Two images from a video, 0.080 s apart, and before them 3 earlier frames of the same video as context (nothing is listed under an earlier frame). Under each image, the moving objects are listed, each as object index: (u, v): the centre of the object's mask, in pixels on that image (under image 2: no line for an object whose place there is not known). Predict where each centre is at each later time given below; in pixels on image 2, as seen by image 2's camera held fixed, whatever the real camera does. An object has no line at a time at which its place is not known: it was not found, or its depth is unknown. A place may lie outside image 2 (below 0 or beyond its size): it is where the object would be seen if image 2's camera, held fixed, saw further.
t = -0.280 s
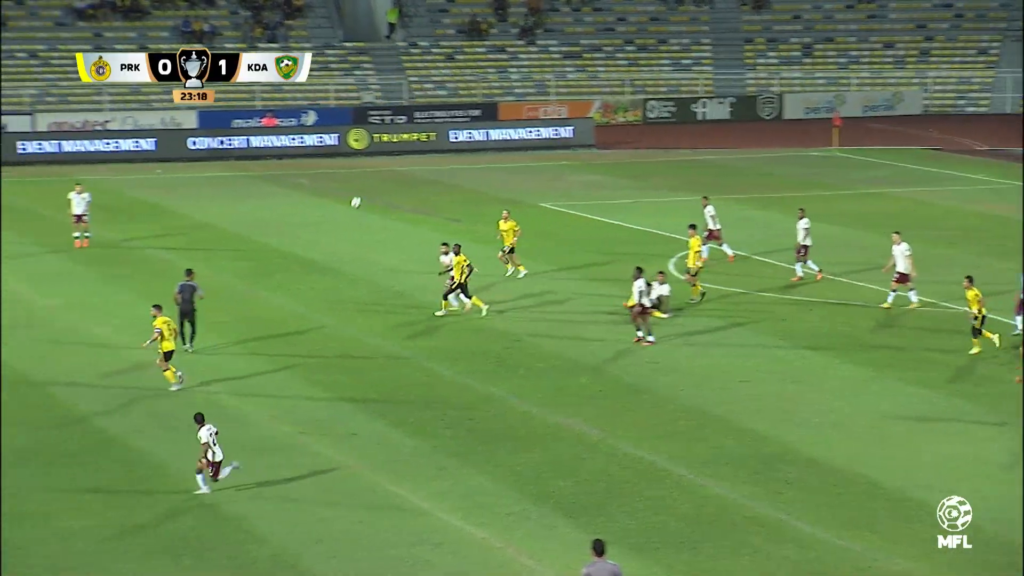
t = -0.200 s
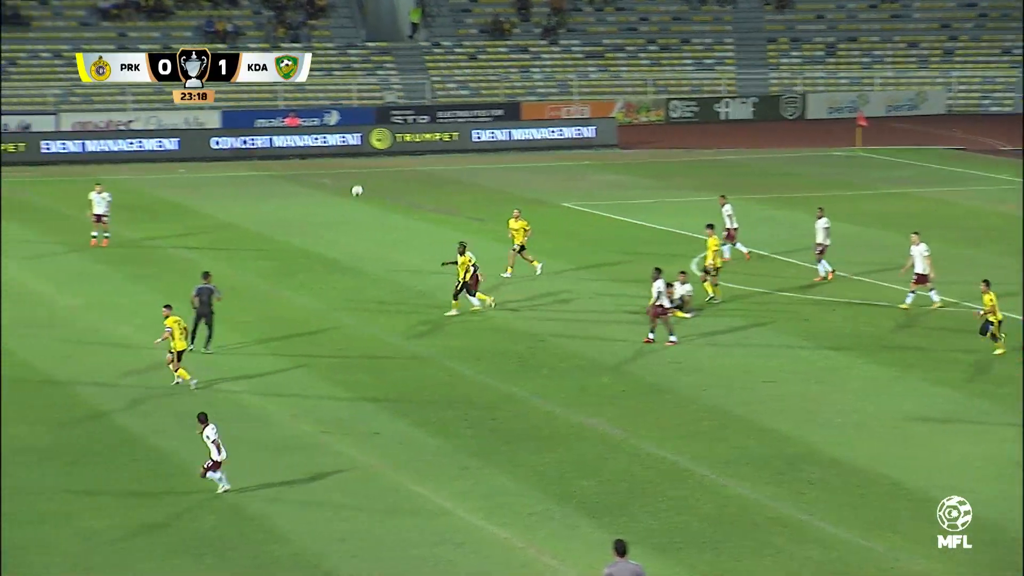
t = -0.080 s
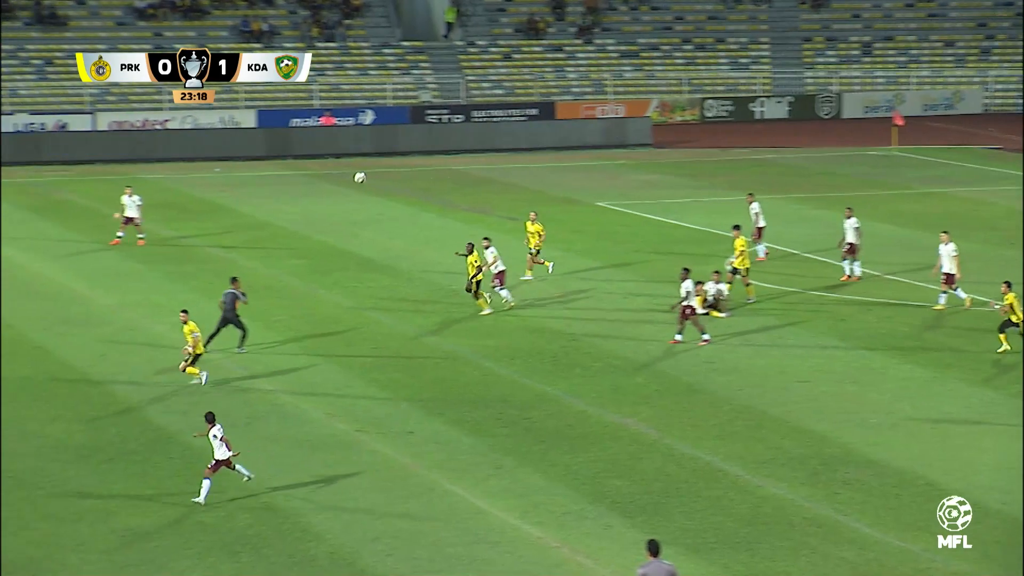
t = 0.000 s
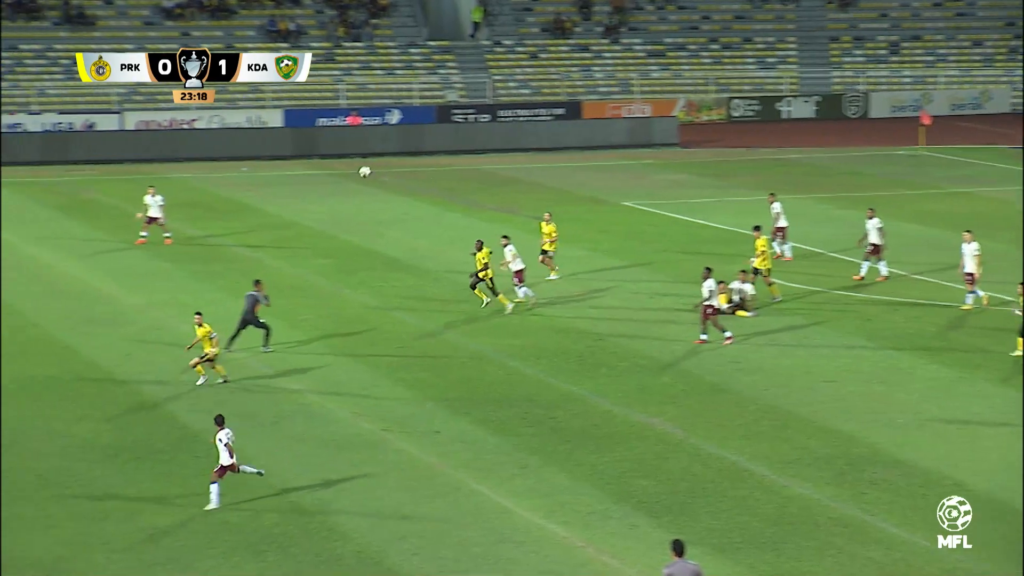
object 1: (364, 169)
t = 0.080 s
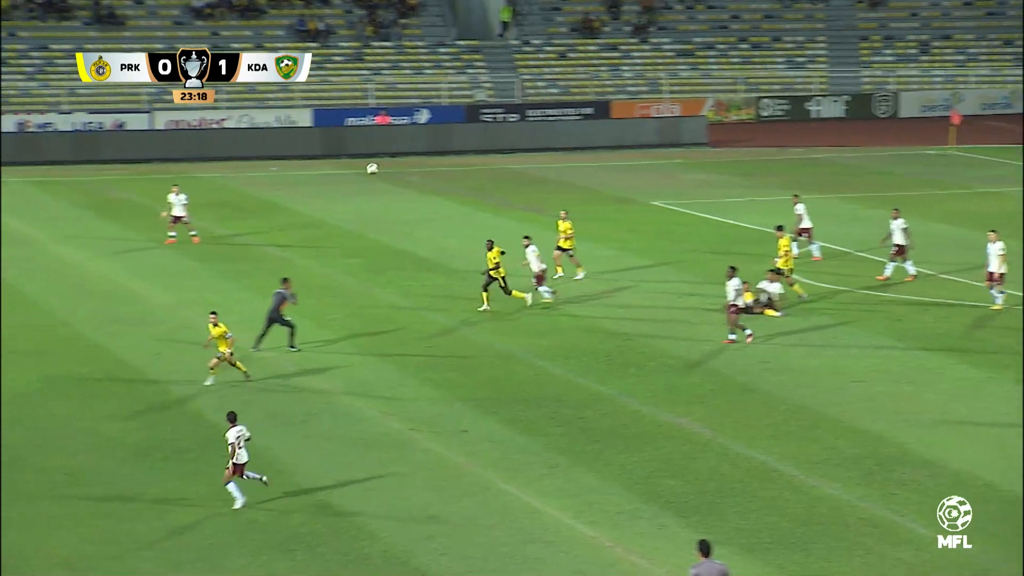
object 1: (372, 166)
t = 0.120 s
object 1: (366, 166)
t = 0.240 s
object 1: (345, 170)
